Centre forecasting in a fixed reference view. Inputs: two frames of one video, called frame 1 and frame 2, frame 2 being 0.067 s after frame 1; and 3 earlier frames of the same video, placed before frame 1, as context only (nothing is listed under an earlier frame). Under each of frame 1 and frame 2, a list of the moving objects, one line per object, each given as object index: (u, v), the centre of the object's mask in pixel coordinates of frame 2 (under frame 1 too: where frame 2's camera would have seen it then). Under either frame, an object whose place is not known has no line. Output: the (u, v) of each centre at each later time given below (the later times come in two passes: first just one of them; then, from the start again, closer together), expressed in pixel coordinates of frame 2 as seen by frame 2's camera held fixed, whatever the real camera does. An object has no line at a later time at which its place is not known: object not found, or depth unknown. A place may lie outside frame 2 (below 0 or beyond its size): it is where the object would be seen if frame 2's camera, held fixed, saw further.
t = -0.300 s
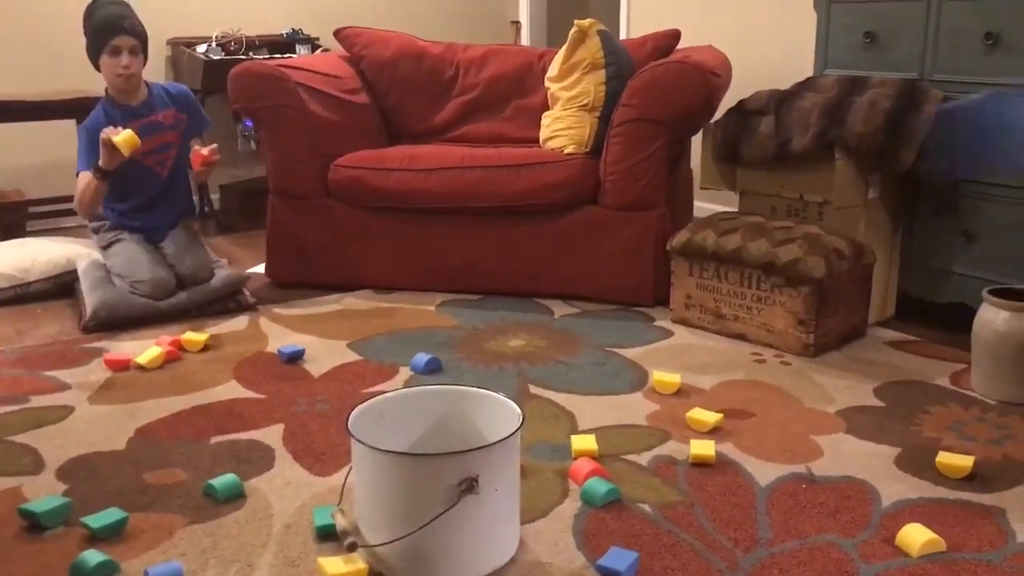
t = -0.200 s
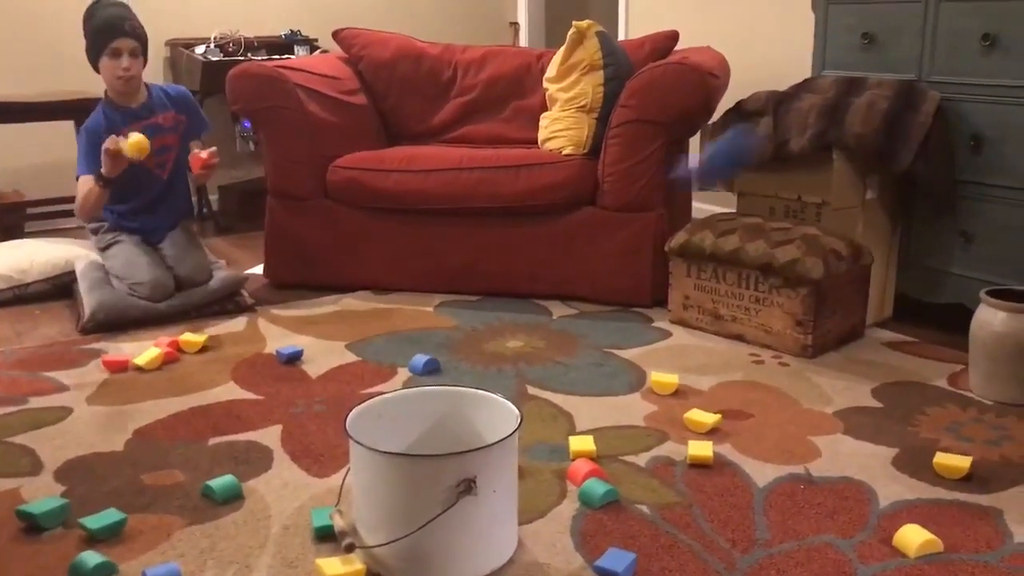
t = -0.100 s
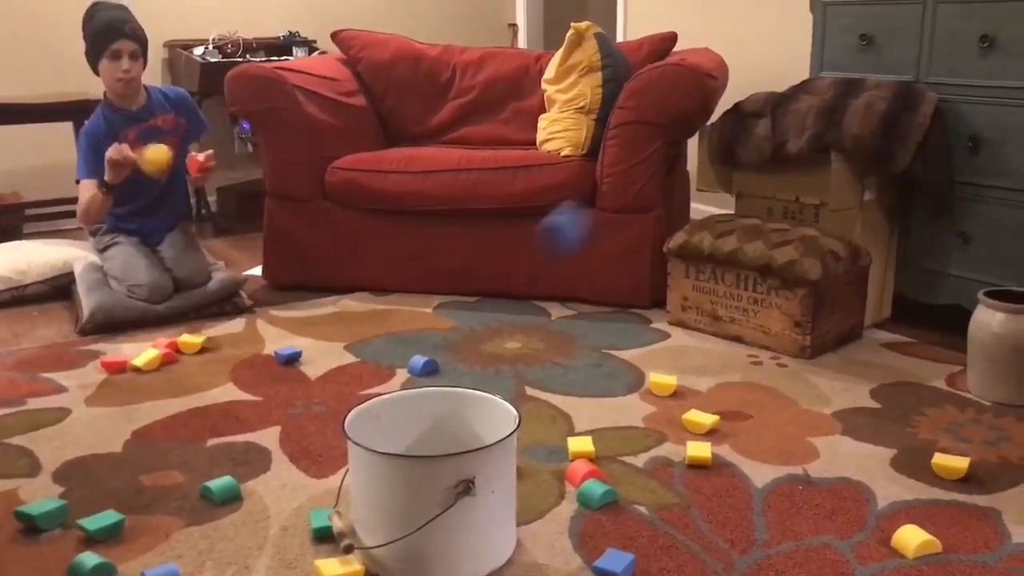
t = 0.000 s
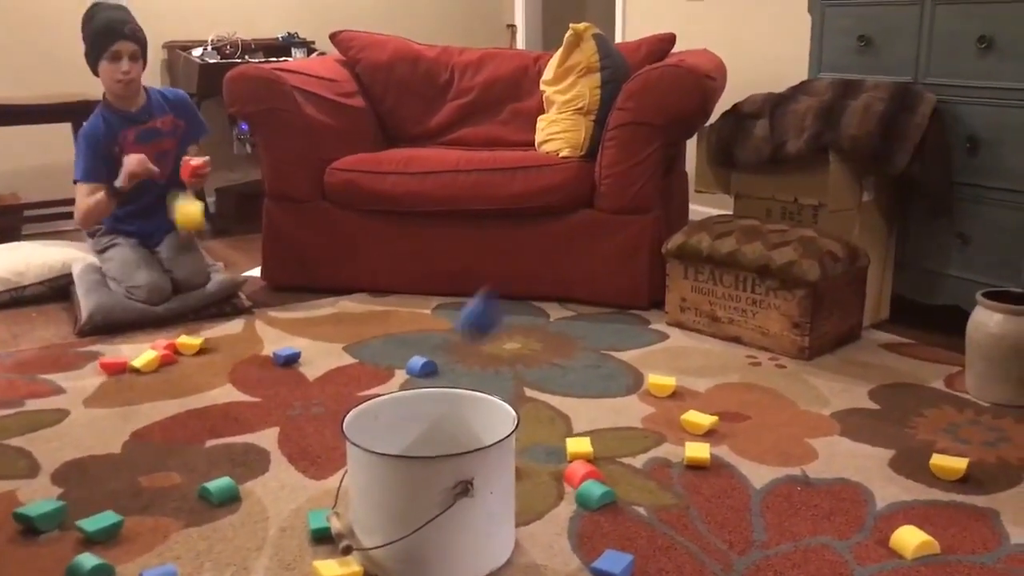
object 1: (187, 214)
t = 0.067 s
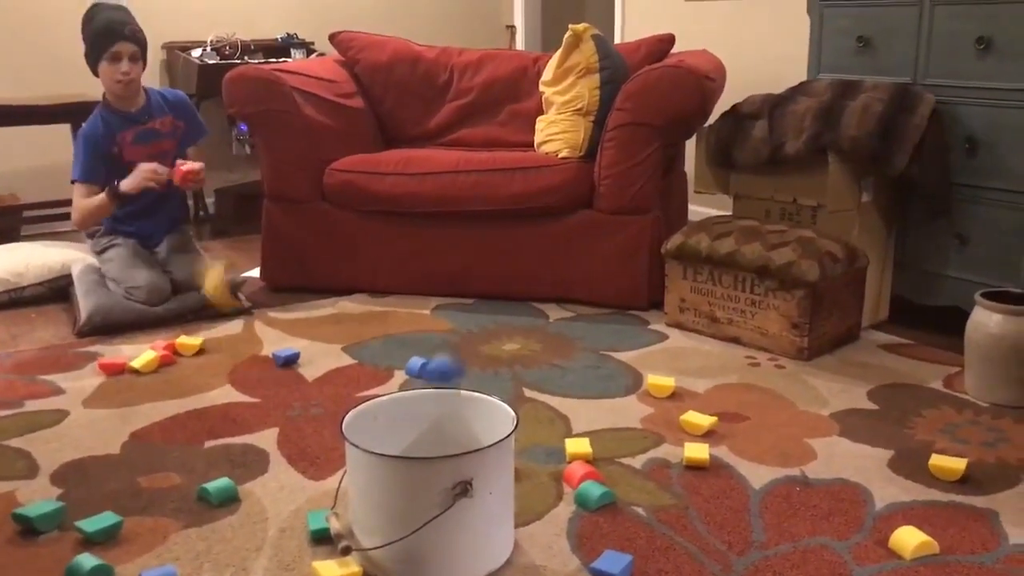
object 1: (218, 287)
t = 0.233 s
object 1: (328, 559)
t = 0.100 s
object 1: (242, 329)
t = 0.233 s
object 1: (328, 559)
